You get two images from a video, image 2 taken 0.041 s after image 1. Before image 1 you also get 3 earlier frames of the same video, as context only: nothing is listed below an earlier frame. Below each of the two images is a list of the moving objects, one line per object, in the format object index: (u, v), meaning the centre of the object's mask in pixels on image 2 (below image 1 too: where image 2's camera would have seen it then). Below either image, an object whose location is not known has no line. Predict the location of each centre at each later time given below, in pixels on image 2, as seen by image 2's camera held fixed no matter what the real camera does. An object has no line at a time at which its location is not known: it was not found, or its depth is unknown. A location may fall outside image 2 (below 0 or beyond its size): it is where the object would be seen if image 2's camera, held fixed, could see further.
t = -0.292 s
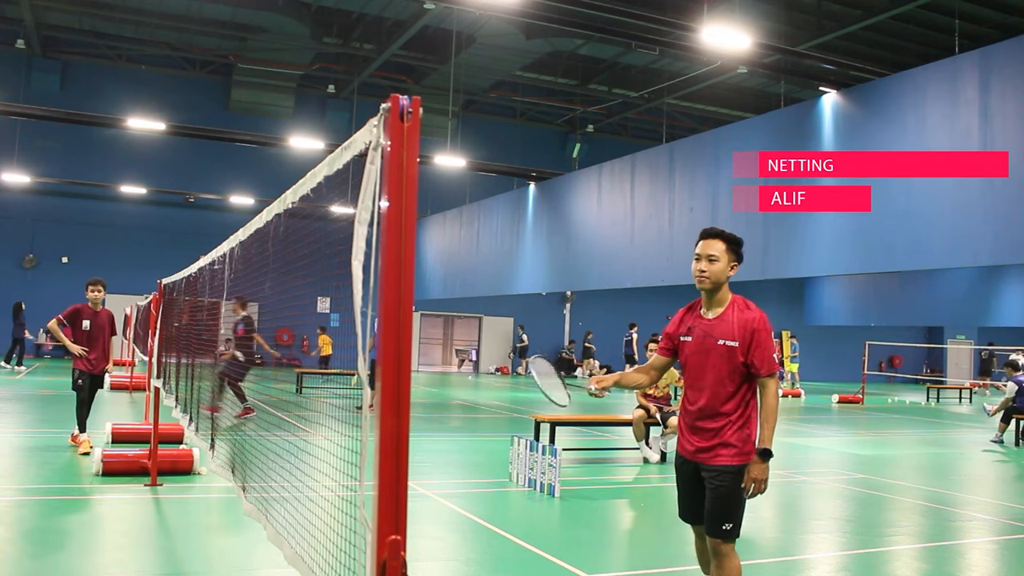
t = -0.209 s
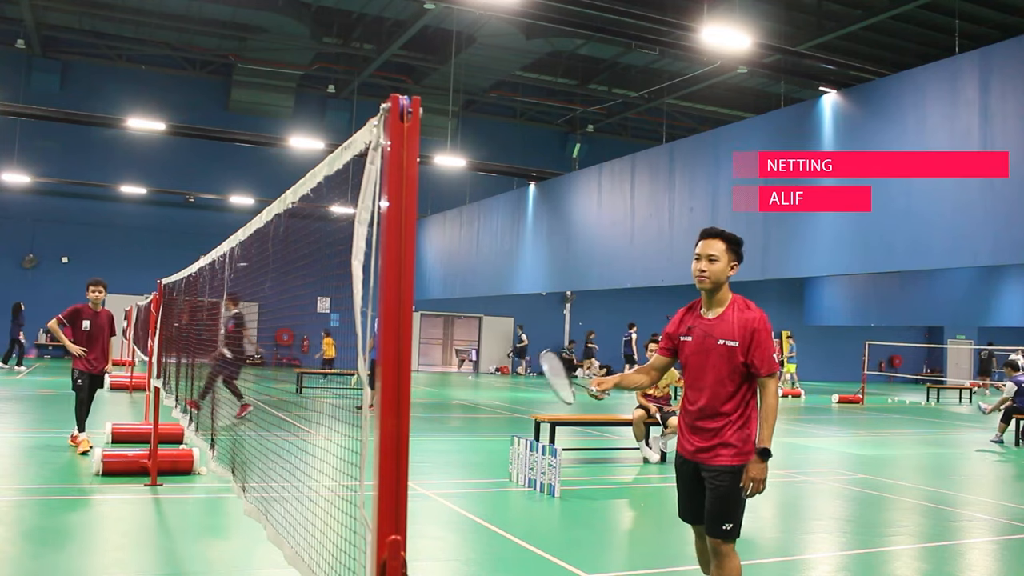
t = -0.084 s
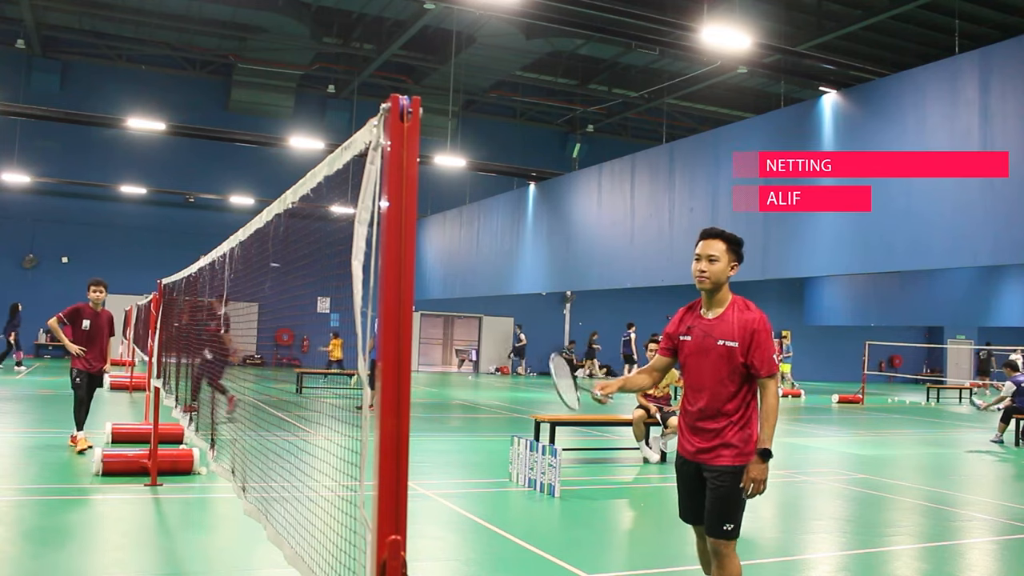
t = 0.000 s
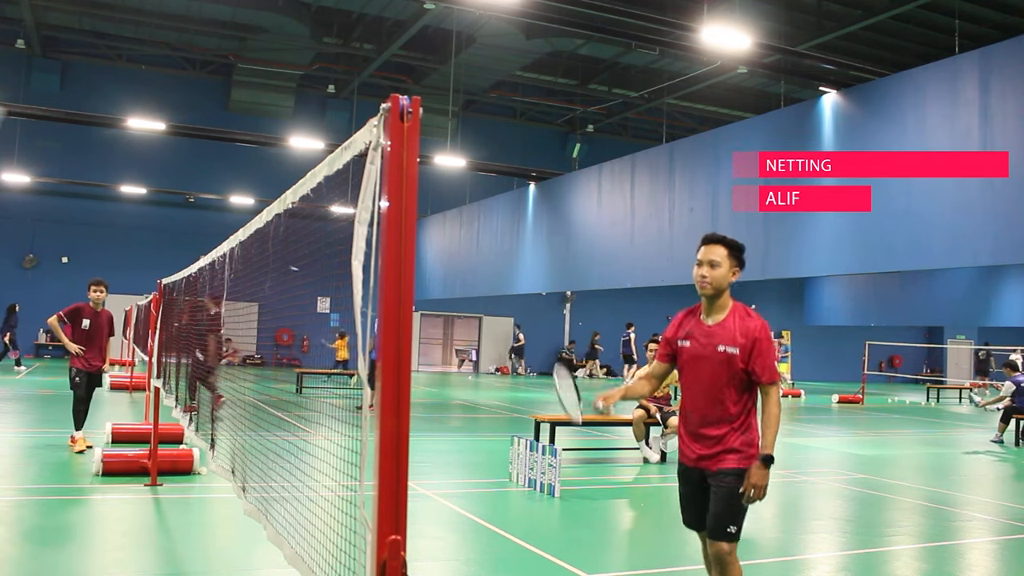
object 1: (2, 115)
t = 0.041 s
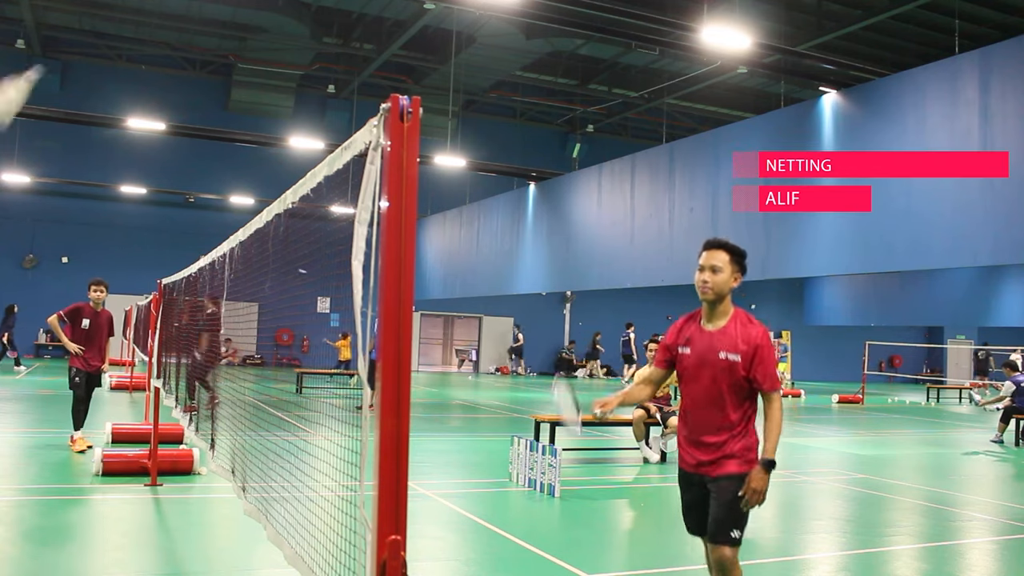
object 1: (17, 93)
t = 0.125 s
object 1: (78, 27)
